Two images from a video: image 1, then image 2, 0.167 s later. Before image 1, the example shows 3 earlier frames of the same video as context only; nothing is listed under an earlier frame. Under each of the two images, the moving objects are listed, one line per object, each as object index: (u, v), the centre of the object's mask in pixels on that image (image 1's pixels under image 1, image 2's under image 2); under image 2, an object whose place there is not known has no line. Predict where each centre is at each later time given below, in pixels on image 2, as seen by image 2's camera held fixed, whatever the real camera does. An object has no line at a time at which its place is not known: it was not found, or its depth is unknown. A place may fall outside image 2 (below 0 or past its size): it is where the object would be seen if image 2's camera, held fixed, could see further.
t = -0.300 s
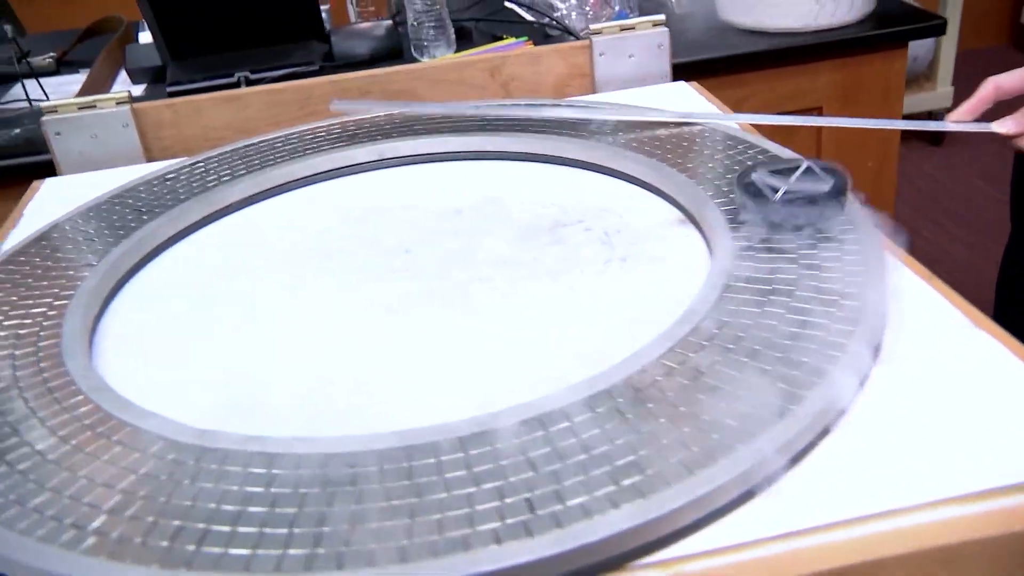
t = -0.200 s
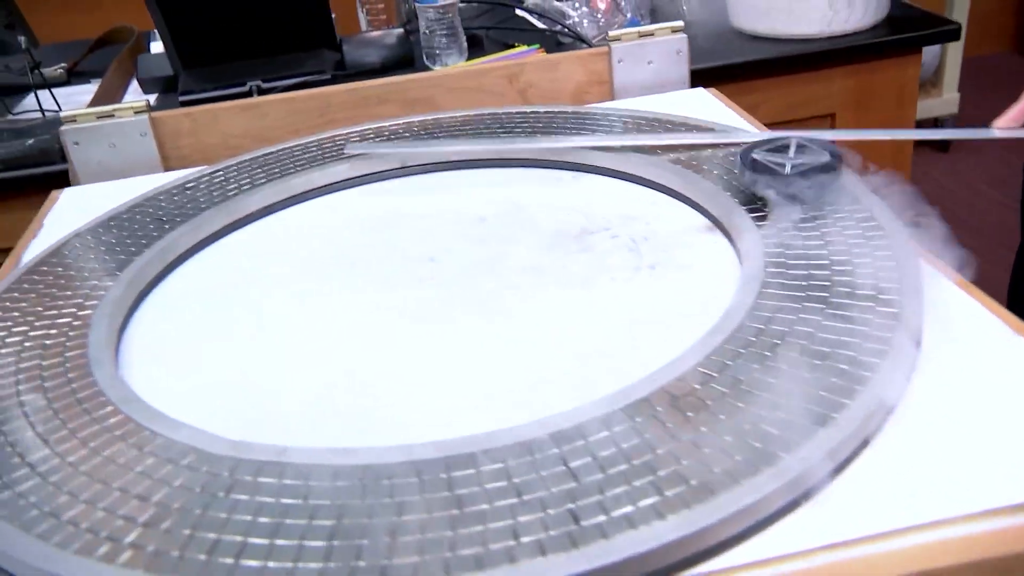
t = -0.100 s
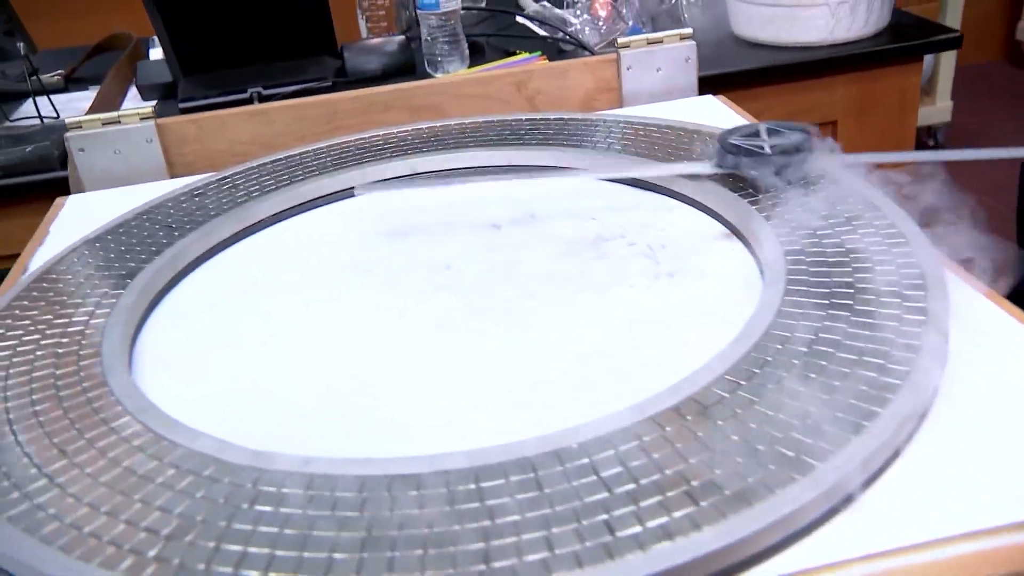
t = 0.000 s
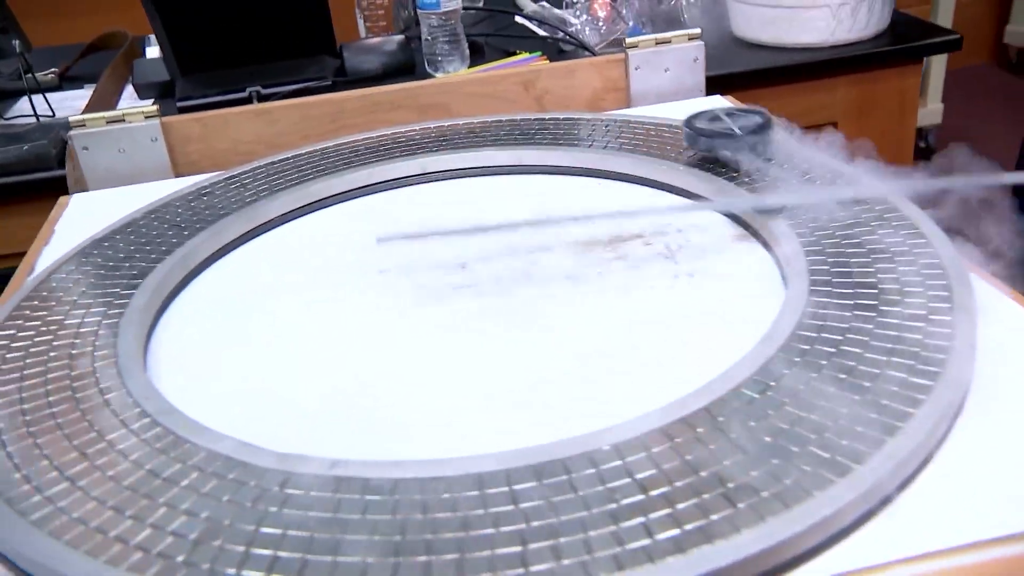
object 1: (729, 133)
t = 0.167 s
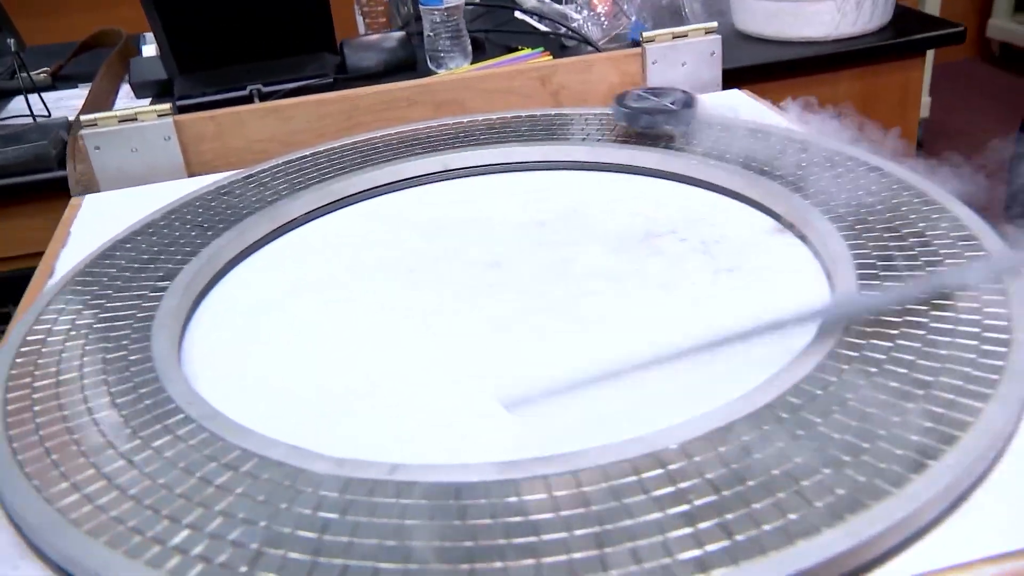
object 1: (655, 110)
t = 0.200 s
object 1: (634, 107)
